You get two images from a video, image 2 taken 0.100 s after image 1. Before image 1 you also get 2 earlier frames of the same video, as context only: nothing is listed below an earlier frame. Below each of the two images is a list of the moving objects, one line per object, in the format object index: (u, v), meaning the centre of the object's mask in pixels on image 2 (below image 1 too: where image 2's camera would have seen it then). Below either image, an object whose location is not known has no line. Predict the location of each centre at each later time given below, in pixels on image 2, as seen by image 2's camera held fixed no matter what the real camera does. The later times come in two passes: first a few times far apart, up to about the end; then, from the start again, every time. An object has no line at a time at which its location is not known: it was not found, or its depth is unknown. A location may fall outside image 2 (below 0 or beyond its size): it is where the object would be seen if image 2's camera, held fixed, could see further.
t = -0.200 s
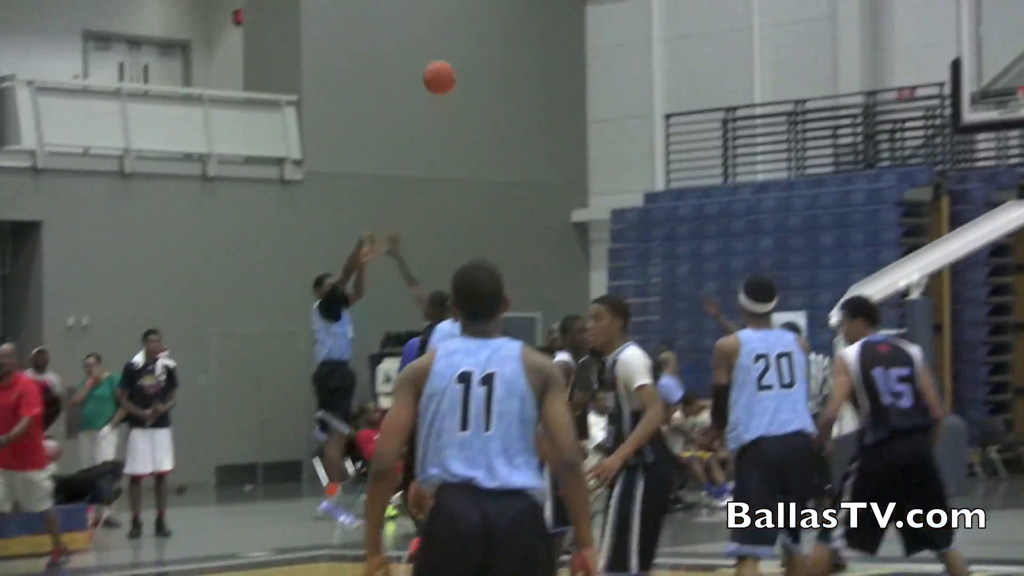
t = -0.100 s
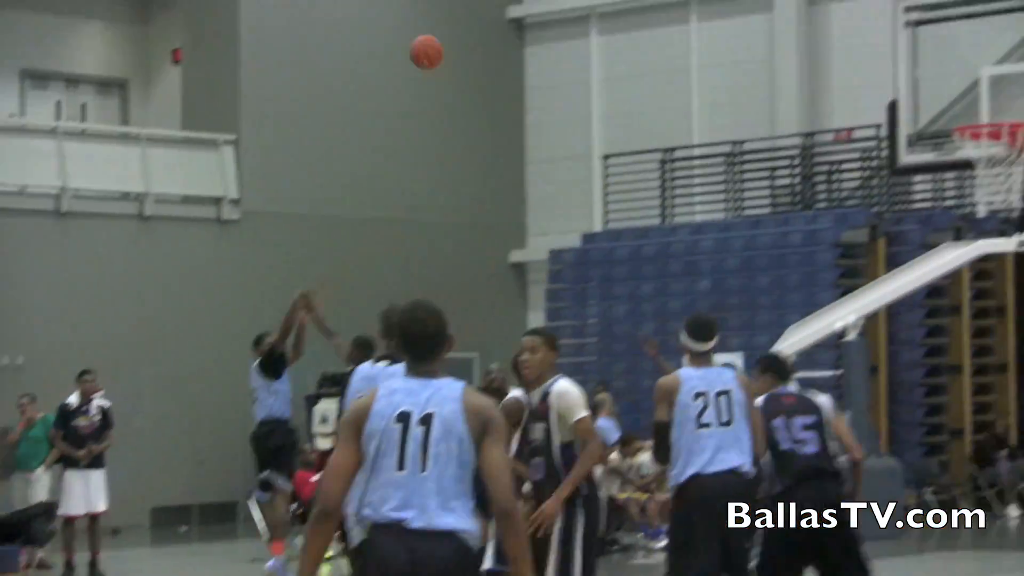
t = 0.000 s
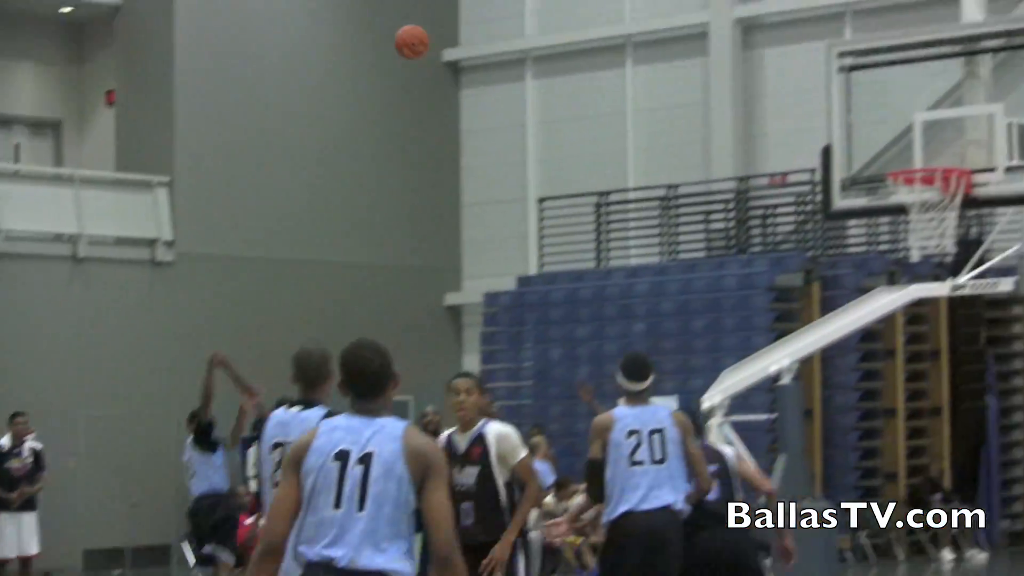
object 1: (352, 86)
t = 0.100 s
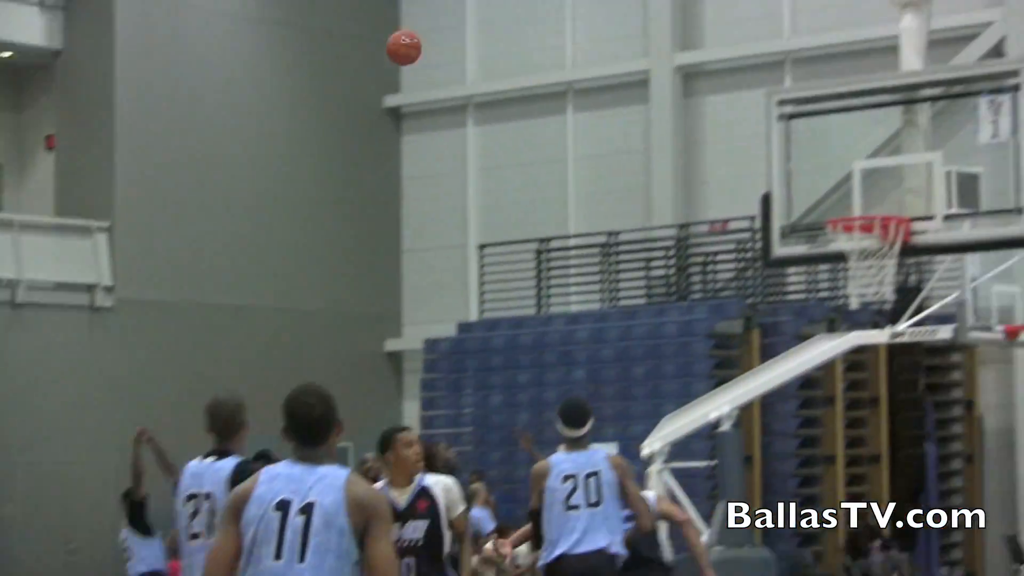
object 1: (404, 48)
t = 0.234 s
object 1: (473, 16)
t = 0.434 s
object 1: (582, 16)
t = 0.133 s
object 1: (421, 38)
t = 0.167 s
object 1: (438, 29)
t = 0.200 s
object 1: (456, 22)
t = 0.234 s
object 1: (473, 16)
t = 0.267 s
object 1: (491, 12)
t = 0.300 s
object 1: (509, 10)
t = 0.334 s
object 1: (527, 9)
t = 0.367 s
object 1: (545, 10)
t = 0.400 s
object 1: (563, 12)
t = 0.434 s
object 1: (582, 16)
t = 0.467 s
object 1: (601, 22)
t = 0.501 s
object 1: (620, 28)
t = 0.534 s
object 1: (640, 37)
